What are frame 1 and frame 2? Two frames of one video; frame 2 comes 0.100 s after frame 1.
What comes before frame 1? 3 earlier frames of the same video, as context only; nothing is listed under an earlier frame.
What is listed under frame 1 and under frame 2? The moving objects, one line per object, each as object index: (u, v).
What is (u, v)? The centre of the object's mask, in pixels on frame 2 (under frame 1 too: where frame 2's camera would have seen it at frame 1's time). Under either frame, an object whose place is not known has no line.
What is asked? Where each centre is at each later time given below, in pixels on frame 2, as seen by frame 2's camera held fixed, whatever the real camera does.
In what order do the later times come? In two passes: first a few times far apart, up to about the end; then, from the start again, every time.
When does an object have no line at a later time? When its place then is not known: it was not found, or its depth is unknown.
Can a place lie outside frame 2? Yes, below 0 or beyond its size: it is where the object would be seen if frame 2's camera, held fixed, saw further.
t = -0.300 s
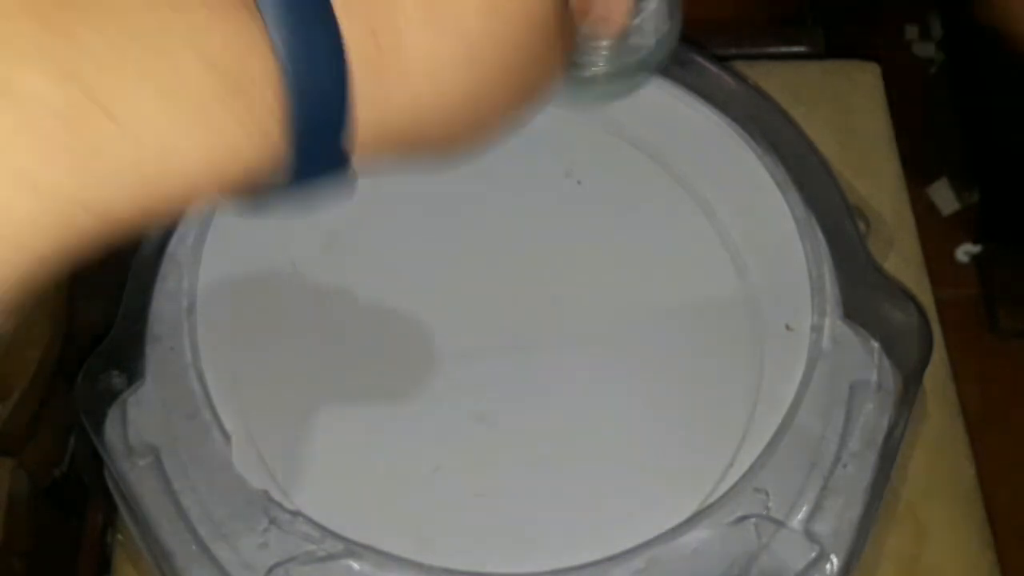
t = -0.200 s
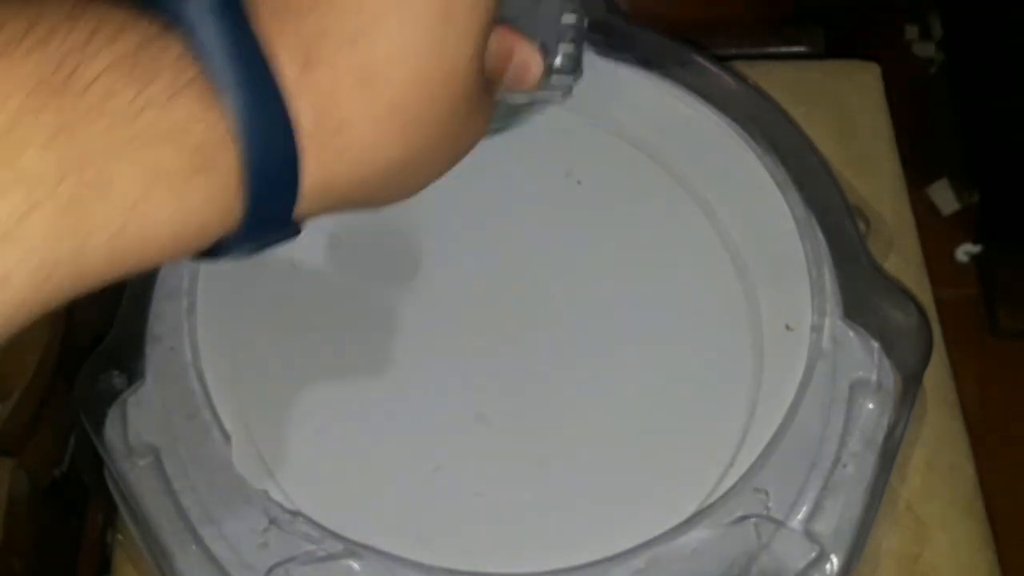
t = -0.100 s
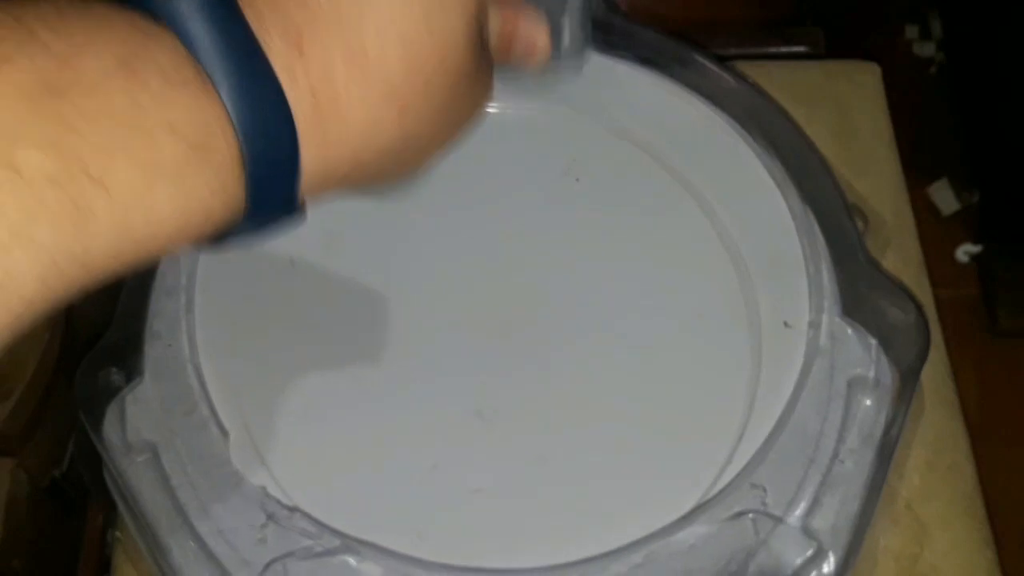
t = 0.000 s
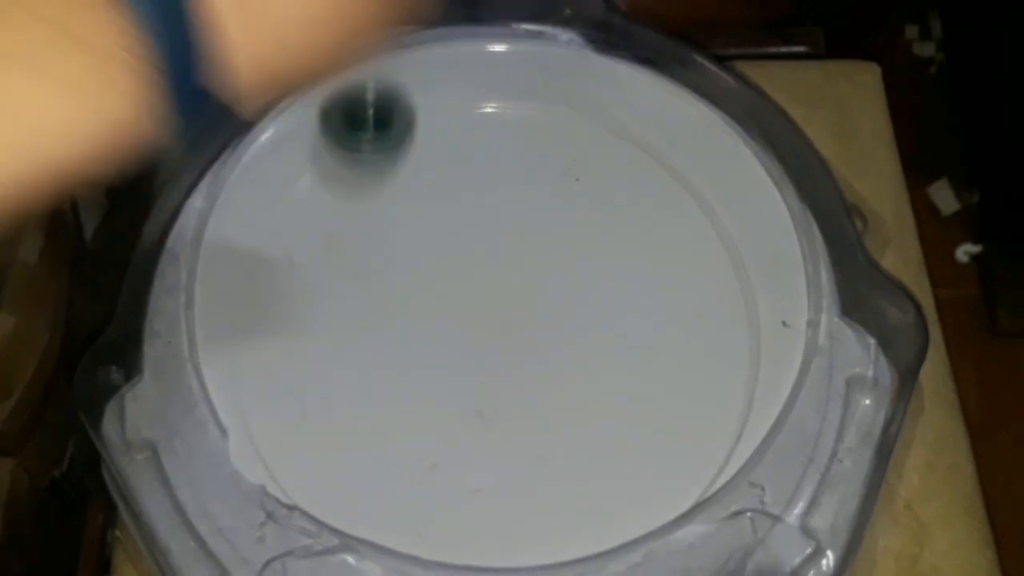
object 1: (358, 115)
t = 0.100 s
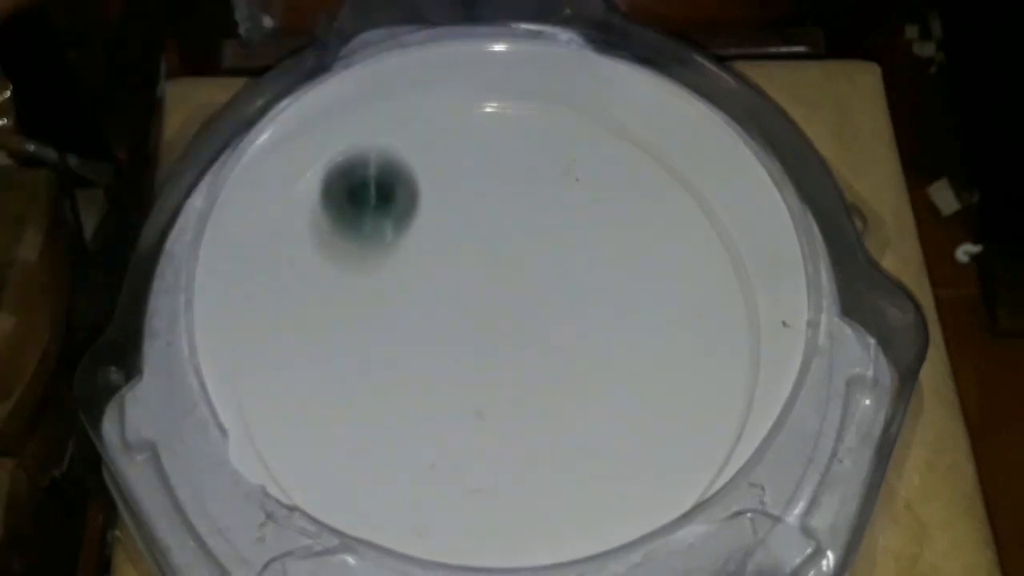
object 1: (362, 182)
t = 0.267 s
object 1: (358, 248)
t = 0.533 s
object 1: (416, 305)
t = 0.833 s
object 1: (515, 306)
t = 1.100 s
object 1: (573, 277)
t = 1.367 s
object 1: (572, 243)
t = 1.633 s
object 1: (533, 252)
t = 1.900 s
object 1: (506, 294)
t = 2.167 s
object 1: (499, 337)
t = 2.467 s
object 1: (494, 366)
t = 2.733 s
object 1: (491, 370)
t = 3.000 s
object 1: (484, 341)
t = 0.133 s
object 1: (360, 203)
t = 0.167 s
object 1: (359, 219)
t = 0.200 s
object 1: (357, 230)
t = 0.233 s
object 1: (356, 239)
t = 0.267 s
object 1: (358, 248)
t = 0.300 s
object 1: (361, 256)
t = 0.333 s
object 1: (366, 265)
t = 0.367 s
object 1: (373, 274)
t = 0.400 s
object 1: (379, 282)
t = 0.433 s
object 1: (387, 289)
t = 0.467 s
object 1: (396, 295)
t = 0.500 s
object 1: (405, 301)
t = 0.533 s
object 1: (416, 305)
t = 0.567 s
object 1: (426, 309)
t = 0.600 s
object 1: (438, 311)
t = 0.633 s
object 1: (449, 312)
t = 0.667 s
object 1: (461, 313)
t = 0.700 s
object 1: (472, 313)
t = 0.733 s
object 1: (484, 313)
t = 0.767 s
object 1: (494, 311)
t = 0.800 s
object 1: (507, 310)
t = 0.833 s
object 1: (515, 306)
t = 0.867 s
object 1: (525, 305)
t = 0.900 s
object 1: (534, 301)
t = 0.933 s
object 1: (543, 299)
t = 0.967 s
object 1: (550, 294)
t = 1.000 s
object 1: (557, 290)
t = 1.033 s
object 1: (563, 285)
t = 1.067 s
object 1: (568, 280)
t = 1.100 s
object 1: (573, 277)
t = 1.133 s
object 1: (576, 272)
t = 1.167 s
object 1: (578, 266)
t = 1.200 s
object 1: (578, 261)
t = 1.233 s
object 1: (578, 256)
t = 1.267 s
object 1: (578, 252)
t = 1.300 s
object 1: (577, 248)
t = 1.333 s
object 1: (575, 246)
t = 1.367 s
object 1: (572, 243)
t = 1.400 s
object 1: (568, 240)
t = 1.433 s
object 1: (564, 240)
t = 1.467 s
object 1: (559, 240)
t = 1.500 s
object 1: (554, 240)
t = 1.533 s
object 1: (549, 242)
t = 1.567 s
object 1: (544, 244)
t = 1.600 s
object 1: (539, 248)
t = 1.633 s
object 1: (533, 252)
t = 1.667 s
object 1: (529, 256)
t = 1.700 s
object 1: (524, 261)
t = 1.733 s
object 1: (519, 267)
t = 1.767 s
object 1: (516, 272)
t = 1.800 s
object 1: (512, 279)
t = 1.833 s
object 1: (510, 283)
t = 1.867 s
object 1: (508, 288)
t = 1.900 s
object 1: (506, 294)
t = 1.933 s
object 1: (505, 300)
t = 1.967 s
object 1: (503, 306)
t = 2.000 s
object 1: (502, 312)
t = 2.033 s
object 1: (501, 317)
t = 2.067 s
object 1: (500, 322)
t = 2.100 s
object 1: (500, 327)
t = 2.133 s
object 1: (499, 332)
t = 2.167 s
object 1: (499, 337)
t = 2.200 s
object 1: (498, 342)
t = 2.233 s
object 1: (498, 346)
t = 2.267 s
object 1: (497, 350)
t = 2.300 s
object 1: (497, 354)
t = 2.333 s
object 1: (496, 357)
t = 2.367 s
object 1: (496, 359)
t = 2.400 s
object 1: (495, 362)
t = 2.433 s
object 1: (495, 364)
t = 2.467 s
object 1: (494, 366)
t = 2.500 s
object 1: (494, 368)
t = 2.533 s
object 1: (493, 369)
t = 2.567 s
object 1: (493, 370)
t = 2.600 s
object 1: (492, 371)
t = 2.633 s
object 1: (492, 372)
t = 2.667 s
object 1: (491, 371)
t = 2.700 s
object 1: (491, 371)
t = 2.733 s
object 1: (491, 370)
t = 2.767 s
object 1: (490, 368)
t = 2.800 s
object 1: (489, 366)
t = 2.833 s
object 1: (488, 362)
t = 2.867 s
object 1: (487, 359)
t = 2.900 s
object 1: (486, 355)
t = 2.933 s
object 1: (486, 350)
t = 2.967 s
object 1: (485, 346)
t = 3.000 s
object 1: (484, 341)
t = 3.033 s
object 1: (483, 337)
